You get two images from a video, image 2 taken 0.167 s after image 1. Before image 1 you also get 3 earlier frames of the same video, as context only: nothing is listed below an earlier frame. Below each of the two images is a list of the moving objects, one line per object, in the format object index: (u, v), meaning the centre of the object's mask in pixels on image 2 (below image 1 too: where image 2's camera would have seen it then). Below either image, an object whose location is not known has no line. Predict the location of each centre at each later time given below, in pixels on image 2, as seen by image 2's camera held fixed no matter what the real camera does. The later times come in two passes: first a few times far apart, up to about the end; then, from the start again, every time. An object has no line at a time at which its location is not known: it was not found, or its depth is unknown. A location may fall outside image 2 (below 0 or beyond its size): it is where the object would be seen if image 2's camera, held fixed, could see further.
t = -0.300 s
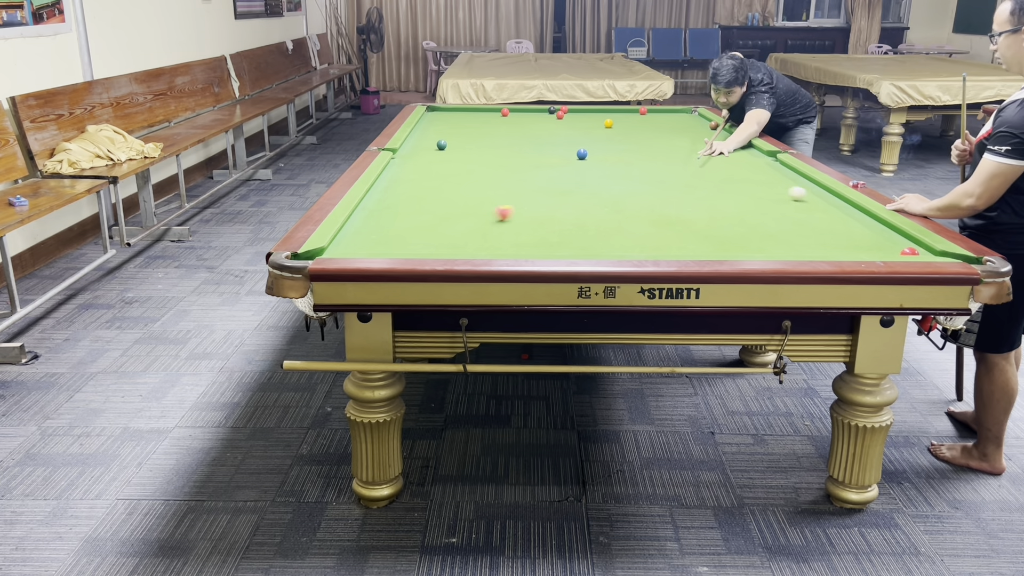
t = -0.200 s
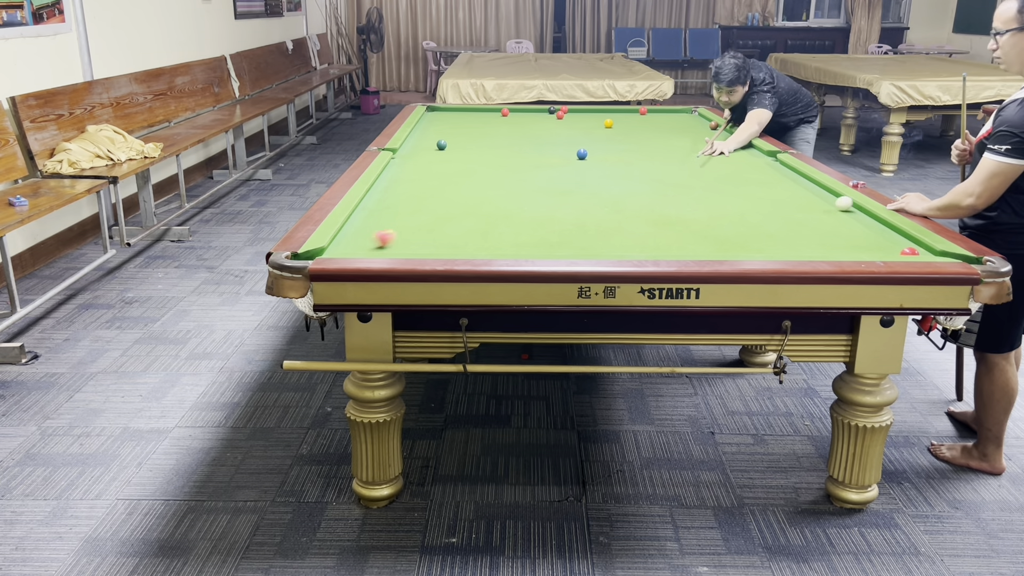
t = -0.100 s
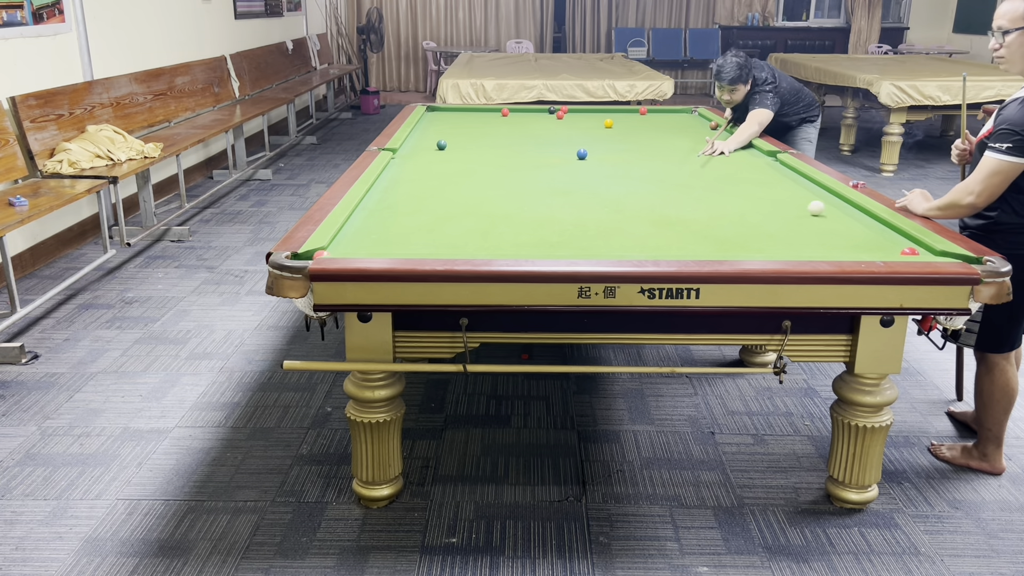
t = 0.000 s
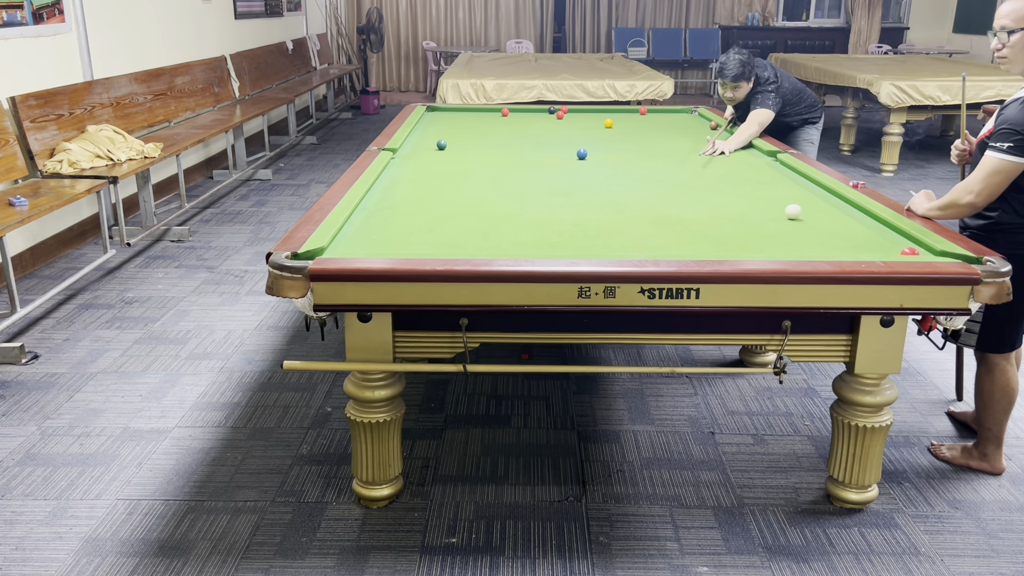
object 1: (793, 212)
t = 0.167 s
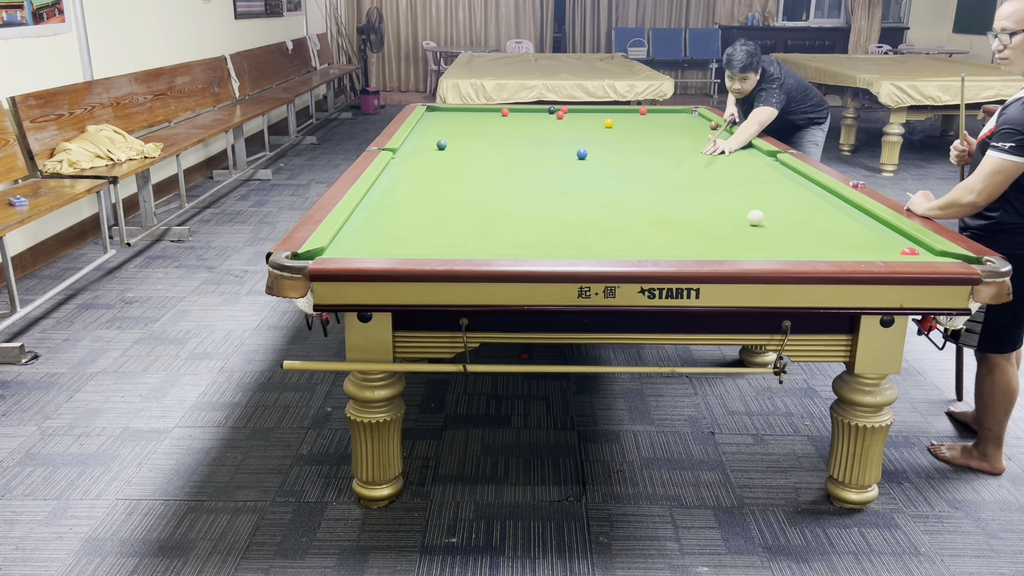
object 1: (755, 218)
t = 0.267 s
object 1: (732, 222)
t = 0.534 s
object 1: (668, 231)
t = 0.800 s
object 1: (602, 242)
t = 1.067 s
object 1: (533, 248)
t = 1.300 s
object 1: (480, 248)
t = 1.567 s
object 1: (432, 244)
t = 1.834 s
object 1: (389, 238)
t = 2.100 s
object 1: (350, 233)
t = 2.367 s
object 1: (372, 228)
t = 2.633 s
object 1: (400, 224)
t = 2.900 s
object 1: (424, 222)
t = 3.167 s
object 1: (445, 218)
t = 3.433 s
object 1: (464, 216)
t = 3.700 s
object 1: (480, 214)
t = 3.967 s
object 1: (493, 212)
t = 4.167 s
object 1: (502, 210)
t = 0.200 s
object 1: (748, 219)
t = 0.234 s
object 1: (740, 220)
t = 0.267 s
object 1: (732, 222)
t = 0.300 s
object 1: (725, 223)
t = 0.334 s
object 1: (717, 224)
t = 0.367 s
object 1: (708, 225)
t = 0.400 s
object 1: (701, 227)
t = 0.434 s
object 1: (692, 228)
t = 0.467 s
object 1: (684, 229)
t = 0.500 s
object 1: (676, 230)
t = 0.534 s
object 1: (668, 231)
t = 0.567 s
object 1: (660, 233)
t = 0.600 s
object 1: (652, 234)
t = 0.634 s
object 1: (643, 235)
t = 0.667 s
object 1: (635, 237)
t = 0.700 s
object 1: (627, 238)
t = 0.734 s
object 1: (618, 239)
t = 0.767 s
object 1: (610, 240)
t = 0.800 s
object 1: (602, 242)
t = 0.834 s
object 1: (593, 243)
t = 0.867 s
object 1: (585, 244)
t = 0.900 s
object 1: (576, 245)
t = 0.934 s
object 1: (567, 246)
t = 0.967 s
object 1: (559, 247)
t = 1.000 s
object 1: (550, 247)
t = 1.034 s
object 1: (541, 248)
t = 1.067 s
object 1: (533, 248)
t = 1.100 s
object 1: (524, 249)
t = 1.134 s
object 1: (515, 250)
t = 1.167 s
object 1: (507, 250)
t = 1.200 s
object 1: (500, 250)
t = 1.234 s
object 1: (494, 249)
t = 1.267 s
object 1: (487, 248)
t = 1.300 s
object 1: (480, 248)
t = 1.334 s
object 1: (474, 247)
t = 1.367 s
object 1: (468, 247)
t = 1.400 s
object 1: (462, 246)
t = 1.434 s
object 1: (455, 246)
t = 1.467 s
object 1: (450, 246)
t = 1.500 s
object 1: (443, 245)
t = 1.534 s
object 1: (438, 244)
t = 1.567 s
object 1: (432, 244)
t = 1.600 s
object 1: (426, 244)
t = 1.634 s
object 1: (421, 243)
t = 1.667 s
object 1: (415, 242)
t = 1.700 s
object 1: (410, 241)
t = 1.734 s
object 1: (404, 241)
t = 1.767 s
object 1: (399, 240)
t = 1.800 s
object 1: (394, 239)
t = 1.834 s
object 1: (389, 238)
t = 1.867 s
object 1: (384, 237)
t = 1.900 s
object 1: (378, 237)
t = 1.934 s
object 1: (374, 236)
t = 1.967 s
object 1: (369, 235)
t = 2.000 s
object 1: (364, 234)
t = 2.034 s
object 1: (359, 234)
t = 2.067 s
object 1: (354, 233)
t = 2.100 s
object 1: (350, 233)
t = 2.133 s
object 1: (346, 232)
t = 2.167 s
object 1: (349, 231)
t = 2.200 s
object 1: (353, 231)
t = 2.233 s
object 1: (357, 230)
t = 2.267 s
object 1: (361, 230)
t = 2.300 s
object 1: (365, 229)
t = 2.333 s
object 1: (369, 229)
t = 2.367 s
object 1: (372, 228)
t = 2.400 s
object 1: (376, 228)
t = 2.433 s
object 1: (379, 227)
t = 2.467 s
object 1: (383, 227)
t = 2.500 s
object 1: (386, 226)
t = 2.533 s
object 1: (390, 226)
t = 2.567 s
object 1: (393, 225)
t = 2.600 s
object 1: (397, 225)
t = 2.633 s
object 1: (400, 224)
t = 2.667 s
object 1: (403, 224)
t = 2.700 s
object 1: (406, 224)
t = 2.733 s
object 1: (409, 223)
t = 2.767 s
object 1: (412, 223)
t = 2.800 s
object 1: (415, 223)
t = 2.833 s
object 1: (418, 222)
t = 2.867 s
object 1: (421, 222)
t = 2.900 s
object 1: (424, 222)
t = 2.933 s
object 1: (427, 221)
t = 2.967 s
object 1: (429, 221)
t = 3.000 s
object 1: (432, 220)
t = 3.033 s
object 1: (435, 220)
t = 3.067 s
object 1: (437, 220)
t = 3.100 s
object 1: (440, 219)
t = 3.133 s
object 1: (443, 219)
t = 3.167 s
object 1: (445, 218)
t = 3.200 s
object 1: (448, 218)
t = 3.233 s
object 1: (450, 218)
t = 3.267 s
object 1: (452, 217)
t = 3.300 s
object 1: (455, 217)
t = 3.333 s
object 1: (457, 216)
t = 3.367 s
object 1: (459, 216)
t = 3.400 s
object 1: (461, 216)
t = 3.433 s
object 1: (464, 216)
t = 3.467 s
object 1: (466, 215)
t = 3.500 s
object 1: (468, 215)
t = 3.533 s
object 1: (470, 215)
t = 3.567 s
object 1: (472, 214)
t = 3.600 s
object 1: (474, 214)
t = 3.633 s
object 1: (476, 214)
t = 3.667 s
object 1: (478, 214)
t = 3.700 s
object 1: (480, 214)
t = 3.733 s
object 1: (481, 213)
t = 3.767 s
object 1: (483, 213)
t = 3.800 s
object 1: (485, 213)
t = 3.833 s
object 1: (487, 213)
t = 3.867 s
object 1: (489, 212)
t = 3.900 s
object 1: (490, 212)
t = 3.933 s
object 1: (492, 212)
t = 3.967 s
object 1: (493, 212)
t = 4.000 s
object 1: (495, 211)
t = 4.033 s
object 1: (496, 211)
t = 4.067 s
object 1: (498, 211)
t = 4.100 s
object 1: (499, 211)
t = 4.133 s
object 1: (501, 210)
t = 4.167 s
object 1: (502, 210)
